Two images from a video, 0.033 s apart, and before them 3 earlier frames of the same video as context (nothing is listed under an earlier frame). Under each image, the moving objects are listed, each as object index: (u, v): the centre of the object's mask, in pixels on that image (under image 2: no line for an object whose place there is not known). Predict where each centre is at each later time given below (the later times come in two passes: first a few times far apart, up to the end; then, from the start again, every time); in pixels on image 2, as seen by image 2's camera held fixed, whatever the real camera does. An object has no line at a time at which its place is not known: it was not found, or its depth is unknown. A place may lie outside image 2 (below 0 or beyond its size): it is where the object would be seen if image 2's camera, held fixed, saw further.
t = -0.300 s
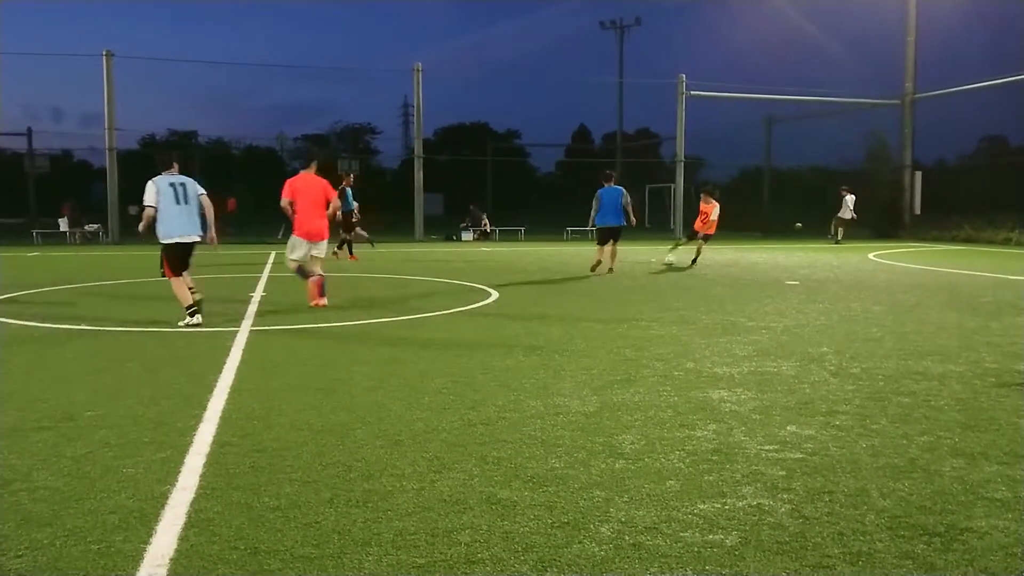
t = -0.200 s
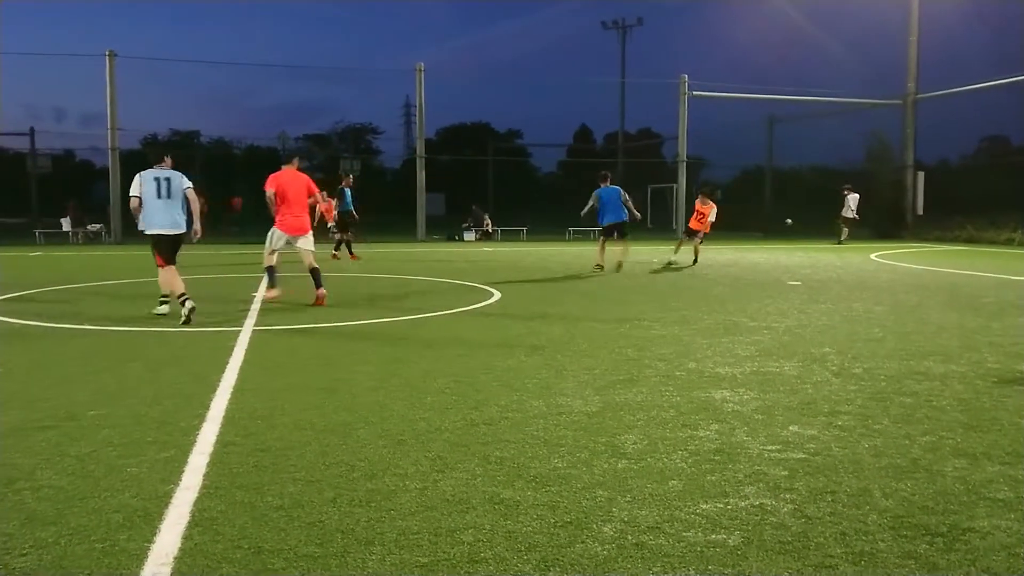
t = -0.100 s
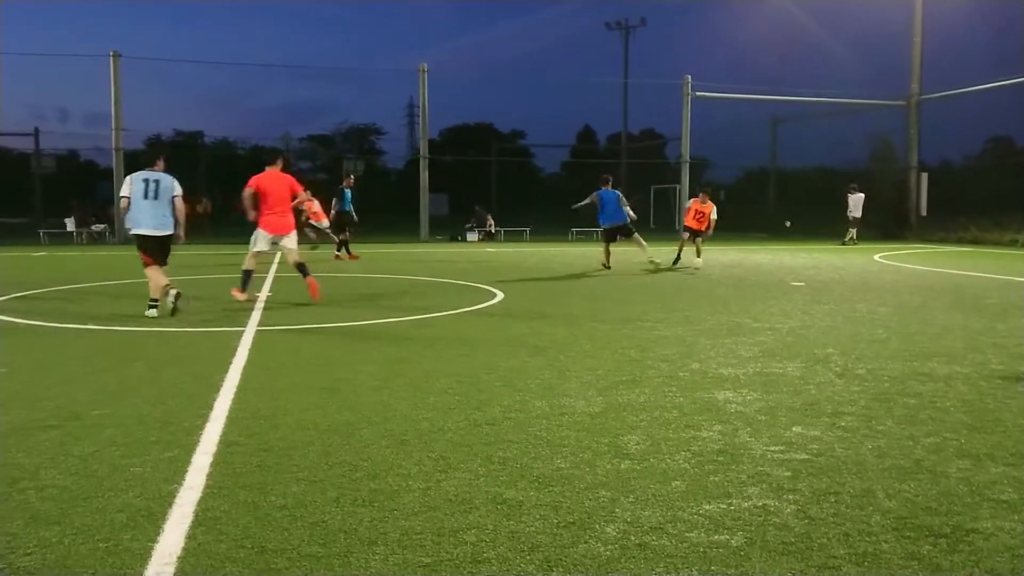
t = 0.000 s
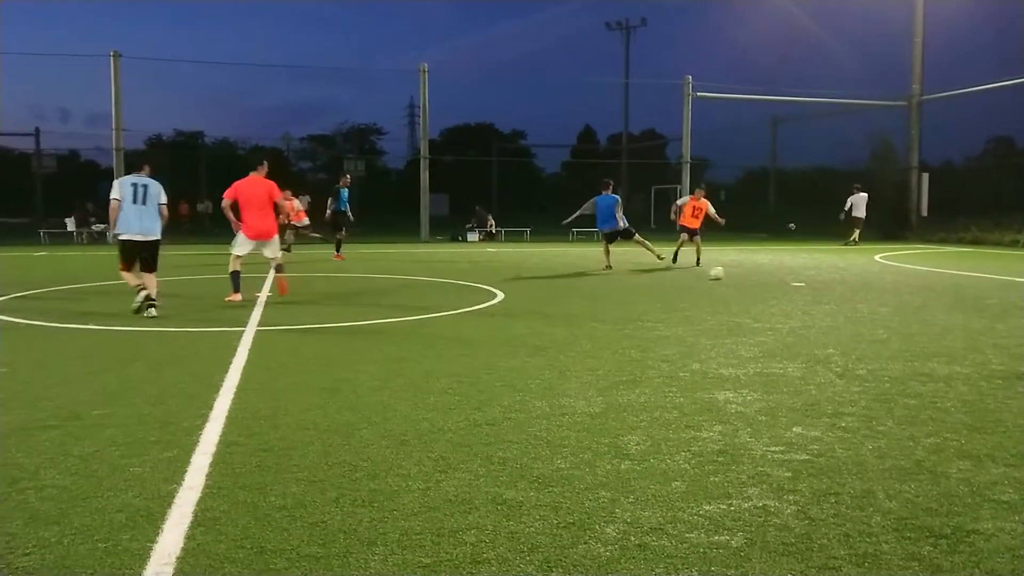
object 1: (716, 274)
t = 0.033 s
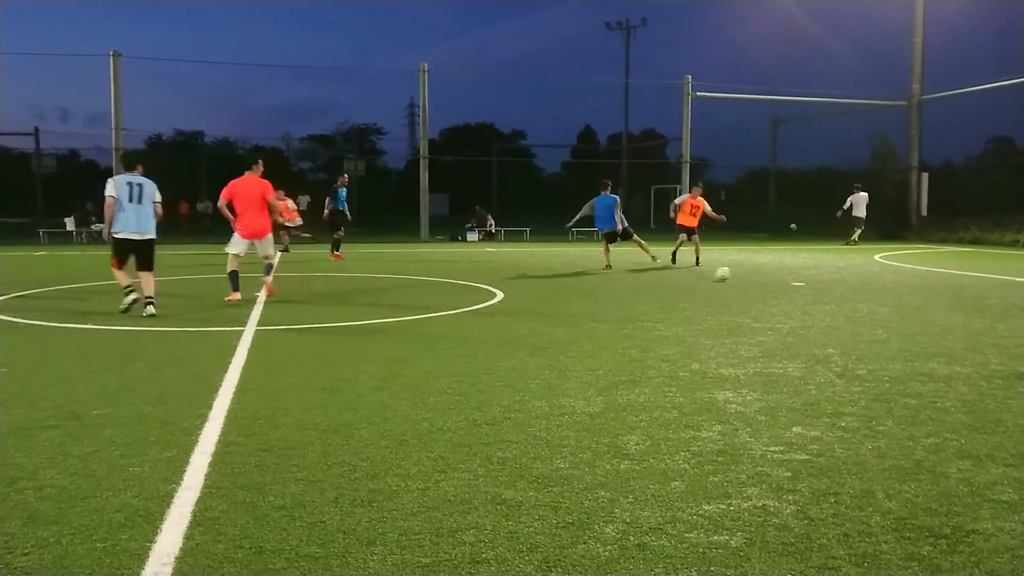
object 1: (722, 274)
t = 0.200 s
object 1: (759, 284)
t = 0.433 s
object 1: (823, 301)
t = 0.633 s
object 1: (888, 321)
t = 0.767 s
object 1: (939, 336)
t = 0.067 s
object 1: (729, 276)
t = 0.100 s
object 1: (737, 279)
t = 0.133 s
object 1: (744, 281)
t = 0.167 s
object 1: (752, 282)
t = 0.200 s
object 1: (759, 284)
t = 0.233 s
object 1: (768, 287)
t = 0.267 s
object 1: (777, 290)
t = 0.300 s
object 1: (788, 291)
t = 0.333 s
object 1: (795, 293)
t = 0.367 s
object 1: (802, 295)
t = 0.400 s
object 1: (813, 300)
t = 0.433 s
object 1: (823, 301)
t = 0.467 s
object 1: (833, 306)
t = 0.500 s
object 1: (843, 309)
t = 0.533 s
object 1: (853, 312)
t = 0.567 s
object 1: (865, 314)
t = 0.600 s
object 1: (876, 318)
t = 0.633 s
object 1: (888, 321)
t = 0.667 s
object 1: (900, 324)
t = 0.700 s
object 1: (913, 328)
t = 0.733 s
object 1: (926, 332)
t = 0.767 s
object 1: (939, 336)
